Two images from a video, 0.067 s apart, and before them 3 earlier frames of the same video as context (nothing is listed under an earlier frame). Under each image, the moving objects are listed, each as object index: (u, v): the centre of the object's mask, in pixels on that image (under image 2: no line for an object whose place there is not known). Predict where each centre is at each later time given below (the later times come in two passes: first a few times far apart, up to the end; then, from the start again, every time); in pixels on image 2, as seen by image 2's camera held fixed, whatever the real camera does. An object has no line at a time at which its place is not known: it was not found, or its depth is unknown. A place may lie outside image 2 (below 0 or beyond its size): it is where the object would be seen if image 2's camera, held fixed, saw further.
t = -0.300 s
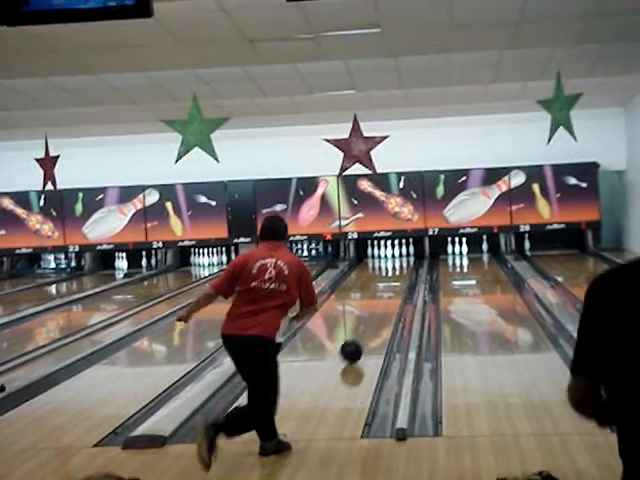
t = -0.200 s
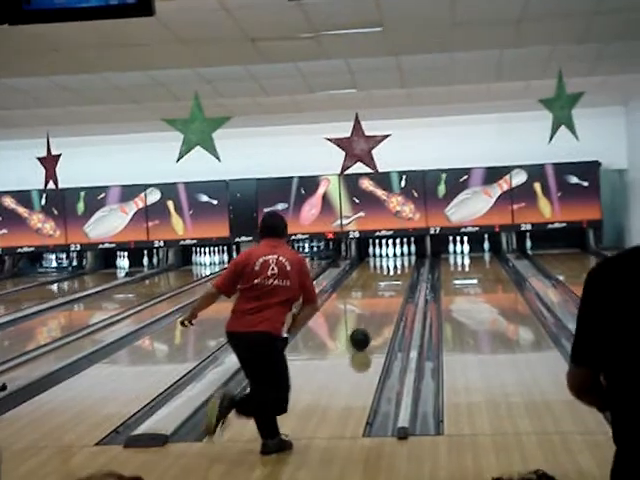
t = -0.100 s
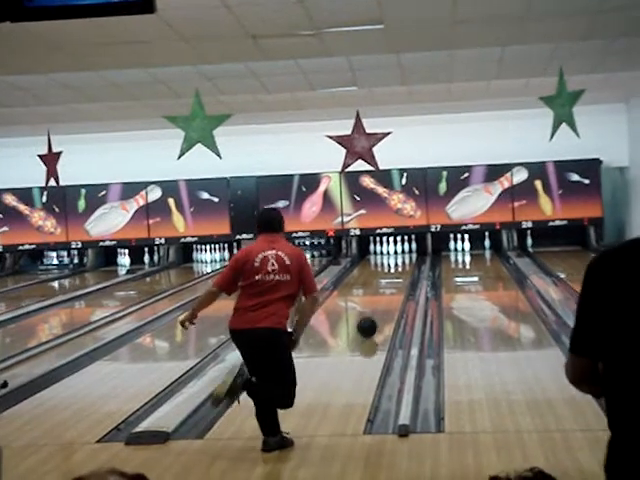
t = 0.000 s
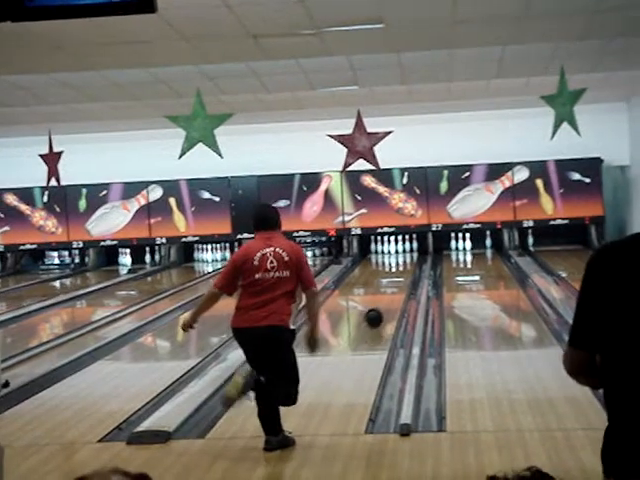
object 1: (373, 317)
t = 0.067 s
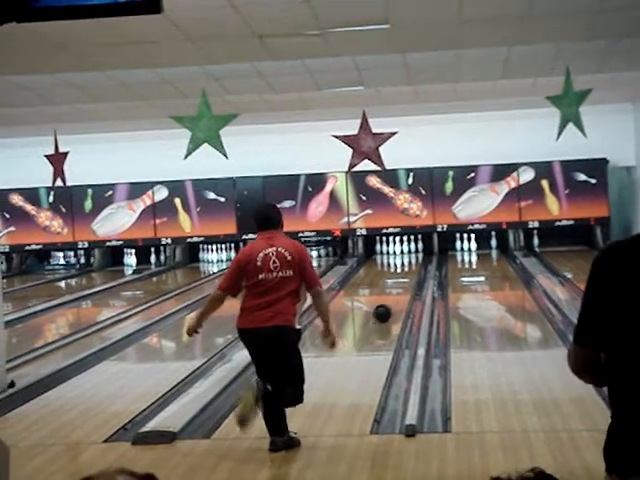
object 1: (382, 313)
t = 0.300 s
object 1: (392, 298)
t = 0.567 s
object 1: (402, 284)
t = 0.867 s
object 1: (408, 271)
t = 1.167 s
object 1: (411, 263)
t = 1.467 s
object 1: (410, 256)
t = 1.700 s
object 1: (407, 251)
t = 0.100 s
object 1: (383, 310)
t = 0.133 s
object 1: (385, 308)
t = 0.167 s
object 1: (386, 306)
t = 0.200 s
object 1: (388, 304)
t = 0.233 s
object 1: (389, 301)
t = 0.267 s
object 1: (391, 299)
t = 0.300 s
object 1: (392, 298)
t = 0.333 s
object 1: (394, 296)
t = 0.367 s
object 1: (395, 294)
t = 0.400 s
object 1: (396, 291)
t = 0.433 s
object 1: (398, 290)
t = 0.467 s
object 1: (399, 288)
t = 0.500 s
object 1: (400, 287)
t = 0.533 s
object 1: (401, 285)
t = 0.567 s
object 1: (402, 284)
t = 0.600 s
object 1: (403, 282)
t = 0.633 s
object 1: (403, 281)
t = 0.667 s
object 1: (404, 279)
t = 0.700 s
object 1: (405, 278)
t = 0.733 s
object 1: (406, 277)
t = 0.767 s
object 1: (406, 275)
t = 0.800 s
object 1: (407, 274)
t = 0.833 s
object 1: (407, 272)
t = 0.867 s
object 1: (408, 271)
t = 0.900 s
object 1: (409, 270)
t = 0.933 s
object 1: (409, 269)
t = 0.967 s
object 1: (410, 268)
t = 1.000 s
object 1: (410, 267)
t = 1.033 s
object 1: (411, 266)
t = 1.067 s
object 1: (411, 266)
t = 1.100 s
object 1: (411, 265)
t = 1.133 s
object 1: (411, 264)
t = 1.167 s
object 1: (411, 263)
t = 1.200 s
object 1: (411, 262)
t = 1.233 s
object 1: (411, 261)
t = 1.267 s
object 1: (410, 260)
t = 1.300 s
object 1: (410, 259)
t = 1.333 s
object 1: (410, 258)
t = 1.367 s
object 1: (410, 258)
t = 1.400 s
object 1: (410, 257)
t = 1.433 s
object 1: (410, 256)
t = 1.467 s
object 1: (410, 256)
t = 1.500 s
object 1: (410, 254)
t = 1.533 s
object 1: (409, 254)
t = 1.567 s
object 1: (409, 253)
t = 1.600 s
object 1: (409, 252)
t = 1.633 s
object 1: (408, 252)
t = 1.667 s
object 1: (408, 252)
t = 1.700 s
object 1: (407, 251)
